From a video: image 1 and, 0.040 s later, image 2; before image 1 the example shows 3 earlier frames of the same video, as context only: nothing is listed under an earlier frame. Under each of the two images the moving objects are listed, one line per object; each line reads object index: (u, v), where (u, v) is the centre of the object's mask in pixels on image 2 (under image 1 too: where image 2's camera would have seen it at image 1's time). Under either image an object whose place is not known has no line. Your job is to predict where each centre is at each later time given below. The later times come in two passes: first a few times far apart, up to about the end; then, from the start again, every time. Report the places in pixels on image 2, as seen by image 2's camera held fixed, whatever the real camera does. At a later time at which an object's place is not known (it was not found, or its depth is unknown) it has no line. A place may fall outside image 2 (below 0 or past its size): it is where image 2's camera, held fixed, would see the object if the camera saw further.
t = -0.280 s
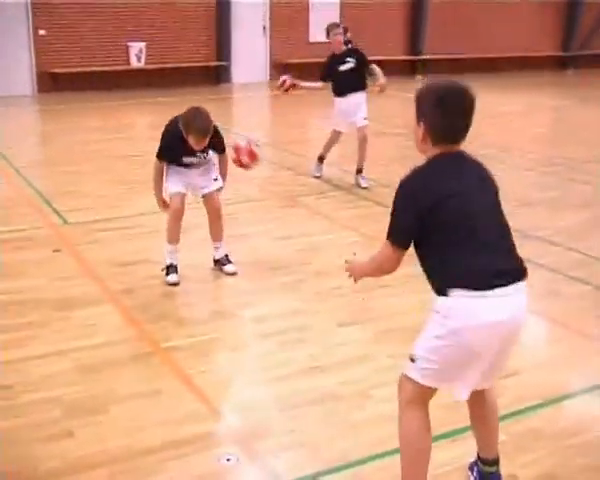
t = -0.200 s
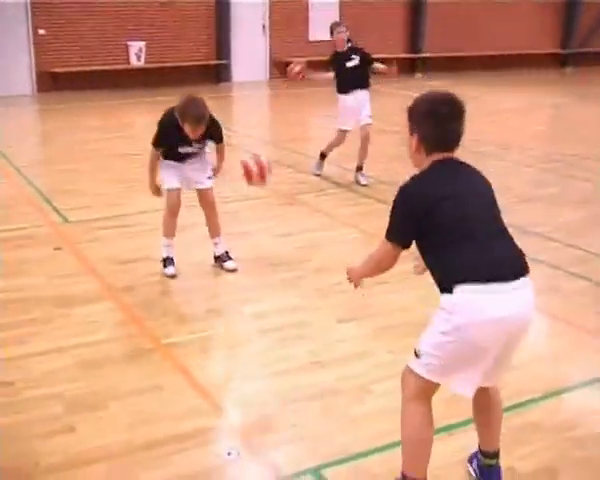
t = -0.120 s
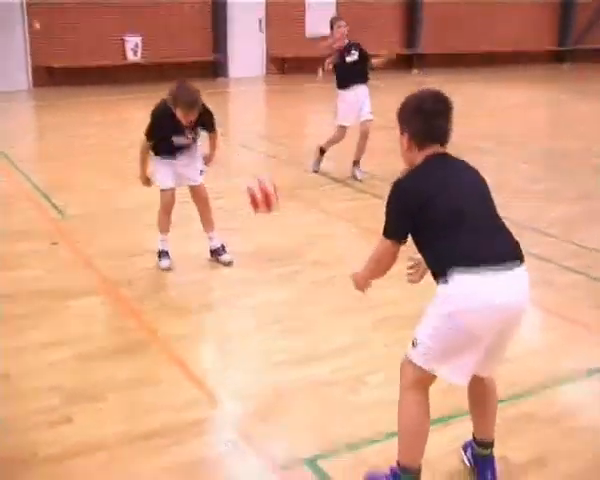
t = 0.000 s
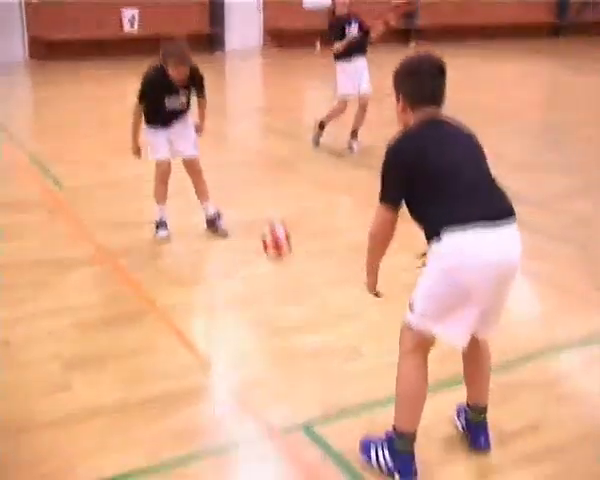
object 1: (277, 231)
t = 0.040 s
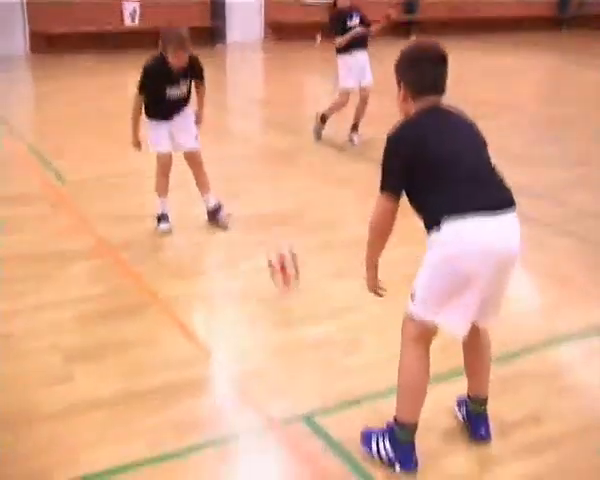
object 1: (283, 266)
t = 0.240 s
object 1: (303, 226)
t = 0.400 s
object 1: (320, 216)
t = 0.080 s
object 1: (288, 287)
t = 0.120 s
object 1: (292, 267)
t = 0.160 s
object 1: (295, 250)
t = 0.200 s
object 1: (299, 238)
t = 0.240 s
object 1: (303, 226)
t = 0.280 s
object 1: (307, 218)
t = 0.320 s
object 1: (311, 214)
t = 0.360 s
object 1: (316, 213)
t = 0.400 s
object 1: (320, 216)
